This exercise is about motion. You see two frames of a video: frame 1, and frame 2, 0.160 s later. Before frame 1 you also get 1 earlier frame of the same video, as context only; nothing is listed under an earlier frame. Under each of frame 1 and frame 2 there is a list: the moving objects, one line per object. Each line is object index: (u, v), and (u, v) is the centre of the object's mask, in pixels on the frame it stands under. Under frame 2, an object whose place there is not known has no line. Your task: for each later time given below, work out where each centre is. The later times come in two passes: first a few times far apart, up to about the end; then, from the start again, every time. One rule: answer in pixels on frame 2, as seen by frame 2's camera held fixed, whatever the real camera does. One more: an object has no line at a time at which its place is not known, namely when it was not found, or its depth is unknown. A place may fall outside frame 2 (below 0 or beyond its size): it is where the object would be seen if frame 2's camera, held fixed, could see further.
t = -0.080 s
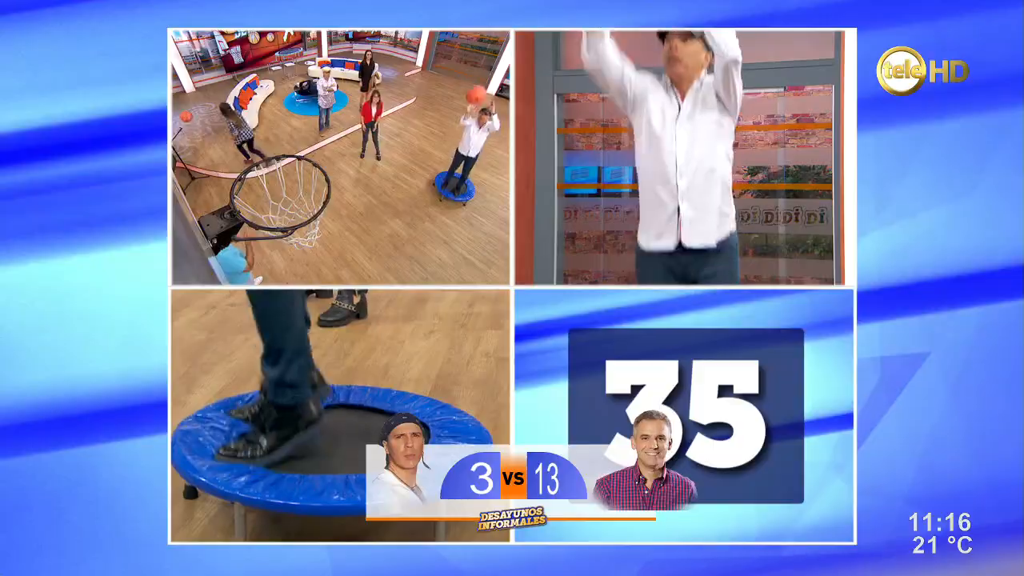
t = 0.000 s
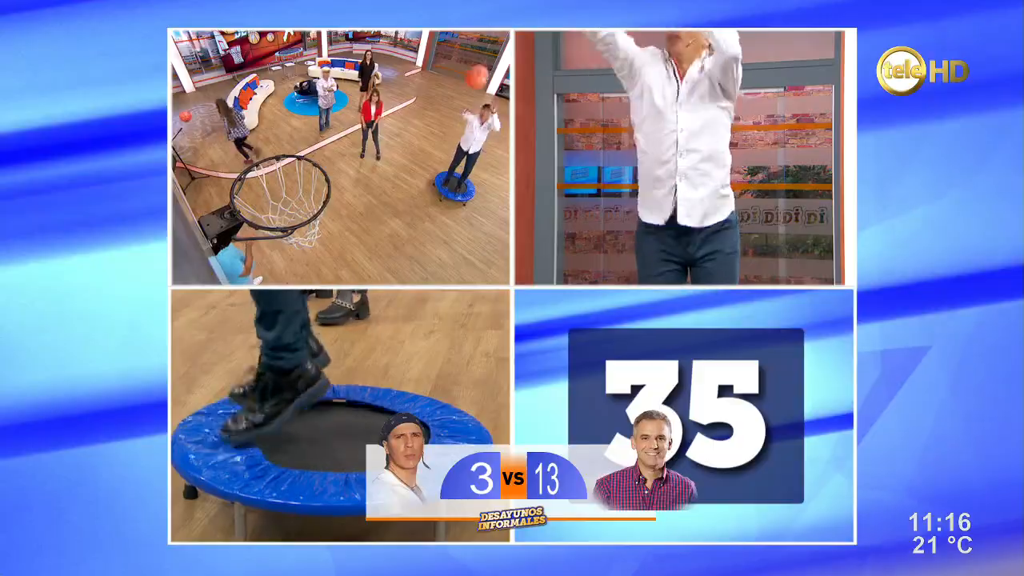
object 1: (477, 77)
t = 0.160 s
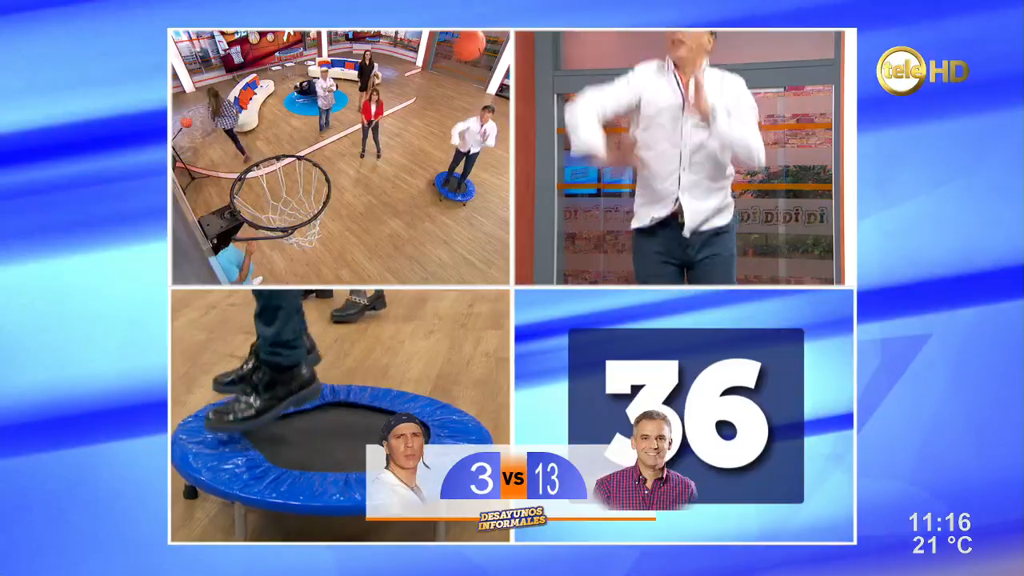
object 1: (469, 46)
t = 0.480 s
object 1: (372, 63)
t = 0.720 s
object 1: (235, 188)
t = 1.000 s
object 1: (338, 129)
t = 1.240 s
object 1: (382, 175)
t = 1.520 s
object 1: (393, 233)
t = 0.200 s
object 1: (464, 42)
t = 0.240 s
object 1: (456, 40)
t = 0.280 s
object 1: (450, 40)
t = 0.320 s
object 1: (439, 40)
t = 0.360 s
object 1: (427, 41)
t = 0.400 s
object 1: (412, 44)
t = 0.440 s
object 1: (393, 50)
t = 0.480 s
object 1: (372, 63)
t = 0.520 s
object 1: (345, 85)
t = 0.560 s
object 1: (315, 115)
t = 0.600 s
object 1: (287, 146)
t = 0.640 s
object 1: (255, 189)
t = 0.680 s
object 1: (230, 207)
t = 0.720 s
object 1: (235, 188)
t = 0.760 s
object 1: (249, 168)
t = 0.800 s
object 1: (265, 152)
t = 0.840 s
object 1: (281, 139)
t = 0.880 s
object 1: (296, 131)
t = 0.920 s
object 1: (312, 127)
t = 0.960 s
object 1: (326, 126)
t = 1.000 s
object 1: (338, 129)
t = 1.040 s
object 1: (349, 134)
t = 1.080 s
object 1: (359, 139)
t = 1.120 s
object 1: (366, 148)
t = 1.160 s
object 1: (373, 157)
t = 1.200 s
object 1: (378, 166)
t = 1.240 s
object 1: (382, 175)
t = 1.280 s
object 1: (386, 185)
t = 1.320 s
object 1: (388, 194)
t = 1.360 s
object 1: (390, 203)
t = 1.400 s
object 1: (391, 211)
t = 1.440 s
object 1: (392, 219)
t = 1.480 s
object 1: (392, 227)
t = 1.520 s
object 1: (393, 233)
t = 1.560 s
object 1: (392, 240)
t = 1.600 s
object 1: (392, 246)
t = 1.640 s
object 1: (392, 251)
